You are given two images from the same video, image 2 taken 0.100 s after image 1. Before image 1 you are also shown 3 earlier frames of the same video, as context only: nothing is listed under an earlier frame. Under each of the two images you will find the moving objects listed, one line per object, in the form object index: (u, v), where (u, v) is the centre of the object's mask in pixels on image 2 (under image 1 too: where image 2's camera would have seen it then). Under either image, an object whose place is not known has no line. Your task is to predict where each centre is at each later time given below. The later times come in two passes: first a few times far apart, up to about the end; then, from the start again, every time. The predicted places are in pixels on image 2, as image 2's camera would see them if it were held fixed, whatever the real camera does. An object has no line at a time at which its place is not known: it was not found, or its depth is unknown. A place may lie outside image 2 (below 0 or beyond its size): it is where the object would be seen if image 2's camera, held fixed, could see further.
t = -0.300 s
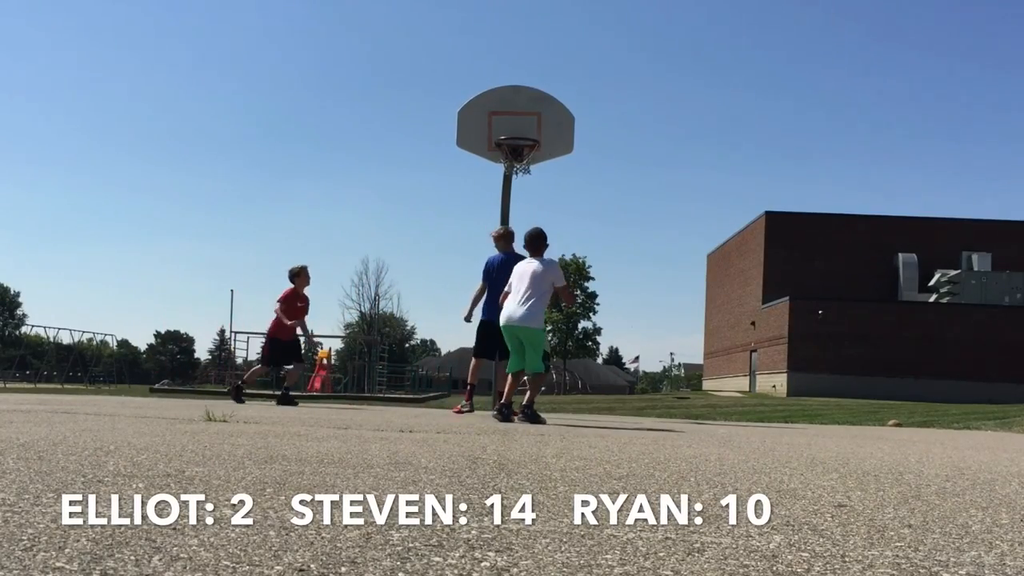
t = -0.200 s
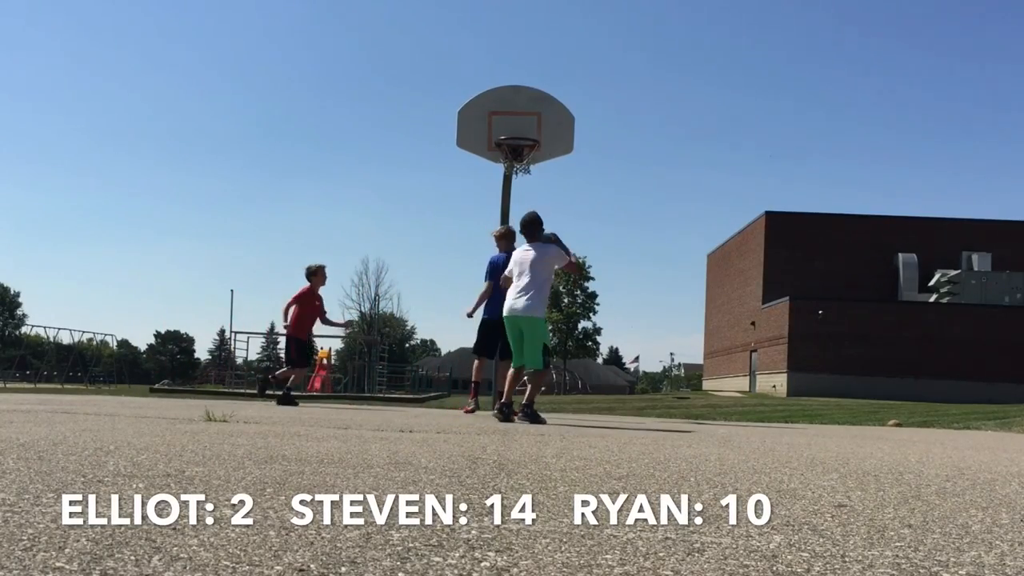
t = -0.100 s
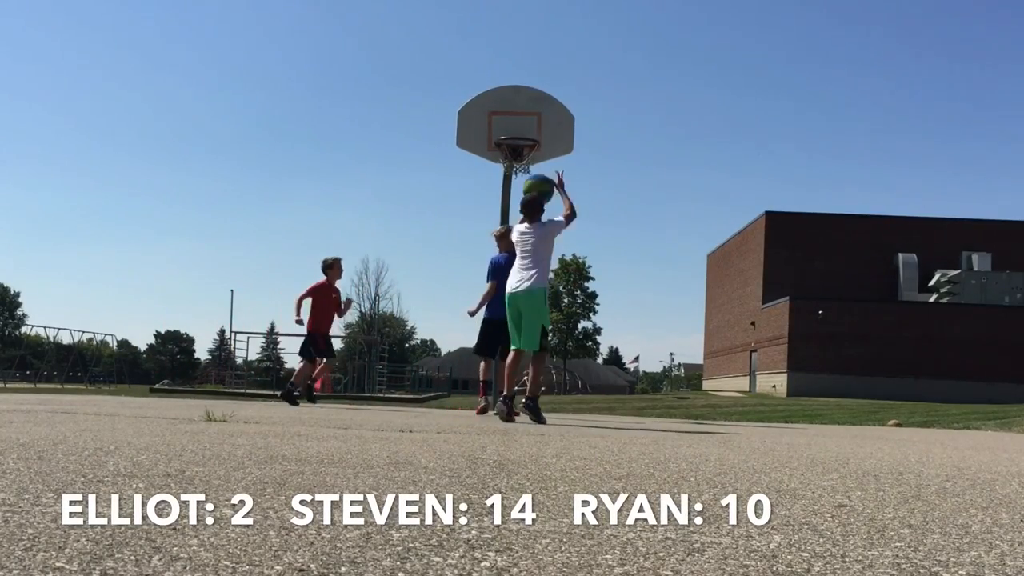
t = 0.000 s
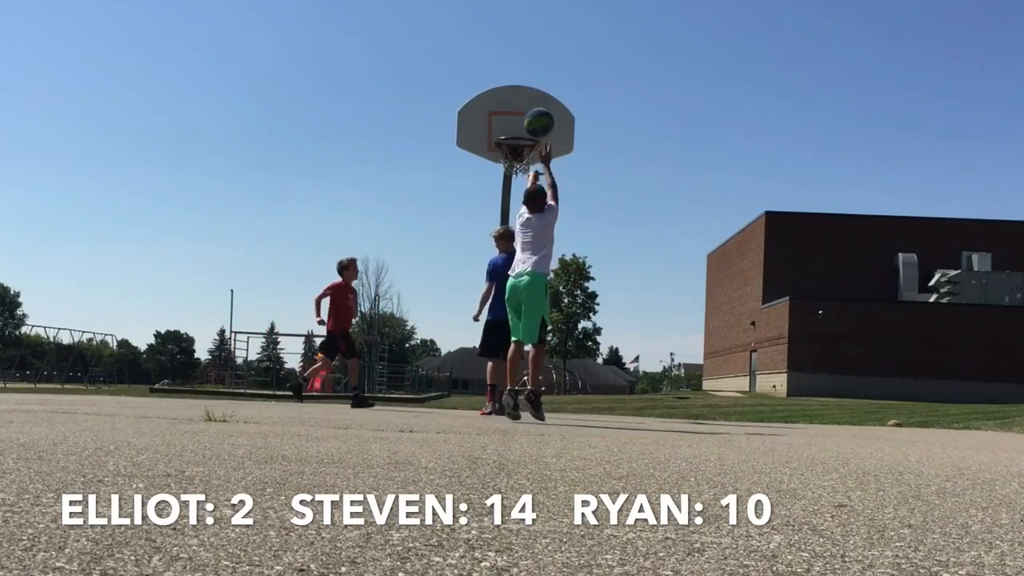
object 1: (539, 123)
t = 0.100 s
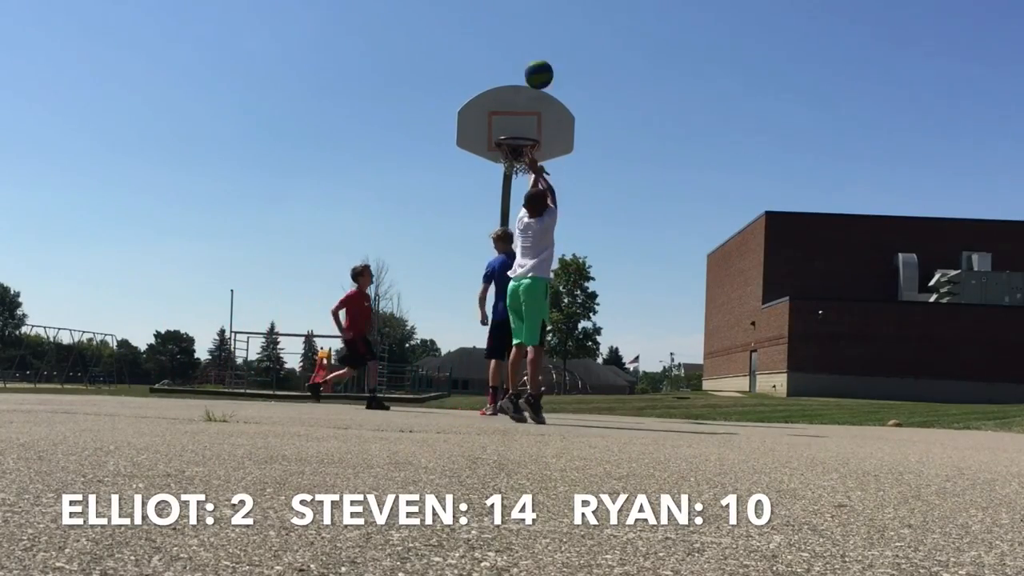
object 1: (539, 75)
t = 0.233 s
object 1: (538, 34)
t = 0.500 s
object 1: (534, 19)
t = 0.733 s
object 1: (529, 62)
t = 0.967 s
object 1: (523, 124)
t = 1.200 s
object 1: (518, 98)
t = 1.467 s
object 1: (518, 103)
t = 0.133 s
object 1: (539, 62)
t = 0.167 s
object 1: (538, 51)
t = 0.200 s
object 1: (538, 42)
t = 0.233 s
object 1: (538, 34)
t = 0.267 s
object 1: (537, 28)
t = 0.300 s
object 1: (537, 23)
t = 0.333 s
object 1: (537, 19)
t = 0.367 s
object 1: (536, 17)
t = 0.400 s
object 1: (536, 16)
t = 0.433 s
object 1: (535, 16)
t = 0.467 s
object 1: (535, 17)
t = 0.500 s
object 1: (534, 19)
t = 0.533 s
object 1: (533, 23)
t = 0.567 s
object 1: (532, 27)
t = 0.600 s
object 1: (532, 32)
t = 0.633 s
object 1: (531, 38)
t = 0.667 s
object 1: (530, 46)
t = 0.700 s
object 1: (530, 54)
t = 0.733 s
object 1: (529, 62)
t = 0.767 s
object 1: (528, 72)
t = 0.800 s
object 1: (527, 82)
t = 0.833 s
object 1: (526, 93)
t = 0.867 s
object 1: (525, 105)
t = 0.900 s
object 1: (525, 117)
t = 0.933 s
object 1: (524, 129)
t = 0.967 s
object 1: (523, 124)
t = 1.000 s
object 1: (522, 118)
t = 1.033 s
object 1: (521, 114)
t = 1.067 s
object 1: (520, 111)
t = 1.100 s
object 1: (519, 108)
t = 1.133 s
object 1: (518, 106)
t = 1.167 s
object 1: (518, 102)
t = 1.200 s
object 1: (518, 98)
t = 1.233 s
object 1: (518, 95)
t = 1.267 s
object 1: (518, 94)
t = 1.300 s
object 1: (518, 93)
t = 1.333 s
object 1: (518, 93)
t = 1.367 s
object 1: (518, 94)
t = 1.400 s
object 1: (518, 96)
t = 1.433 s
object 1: (518, 99)
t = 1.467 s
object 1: (518, 103)
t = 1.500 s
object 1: (517, 109)
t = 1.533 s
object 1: (517, 114)
